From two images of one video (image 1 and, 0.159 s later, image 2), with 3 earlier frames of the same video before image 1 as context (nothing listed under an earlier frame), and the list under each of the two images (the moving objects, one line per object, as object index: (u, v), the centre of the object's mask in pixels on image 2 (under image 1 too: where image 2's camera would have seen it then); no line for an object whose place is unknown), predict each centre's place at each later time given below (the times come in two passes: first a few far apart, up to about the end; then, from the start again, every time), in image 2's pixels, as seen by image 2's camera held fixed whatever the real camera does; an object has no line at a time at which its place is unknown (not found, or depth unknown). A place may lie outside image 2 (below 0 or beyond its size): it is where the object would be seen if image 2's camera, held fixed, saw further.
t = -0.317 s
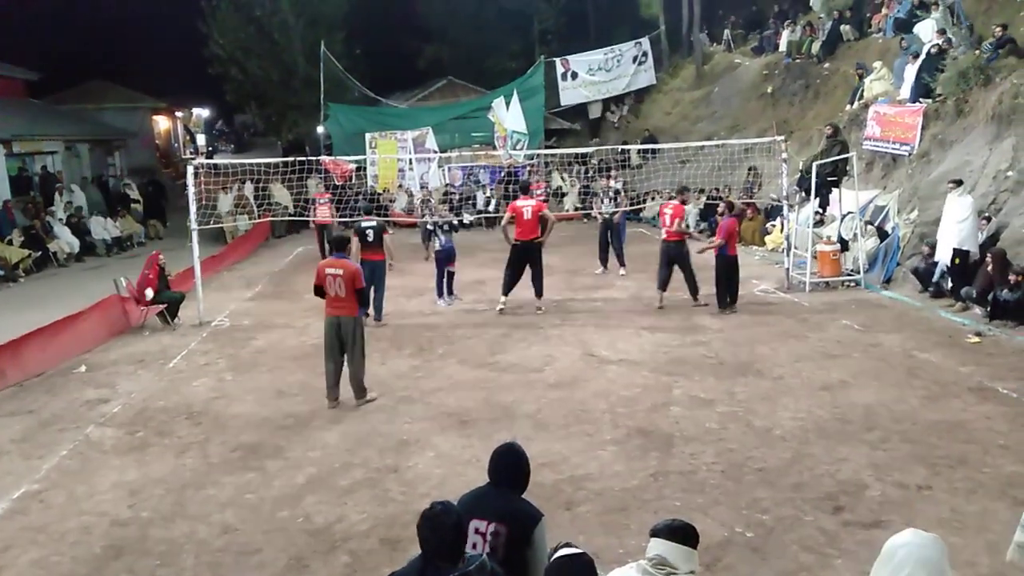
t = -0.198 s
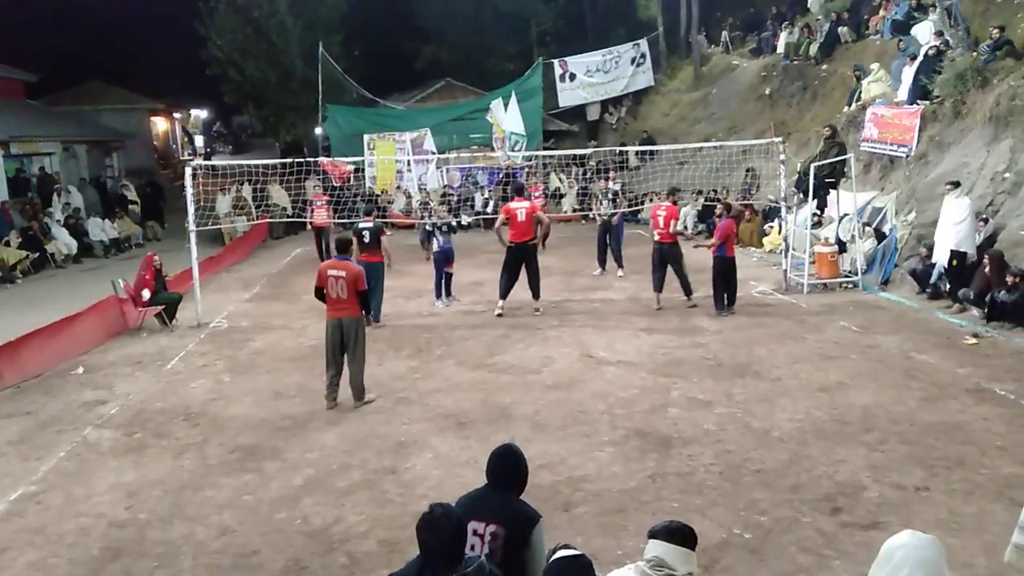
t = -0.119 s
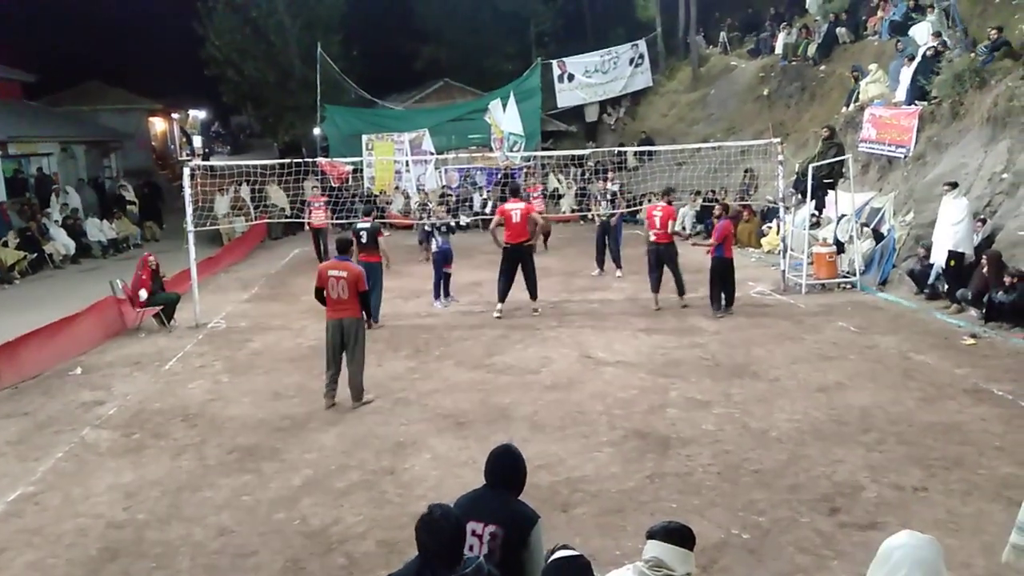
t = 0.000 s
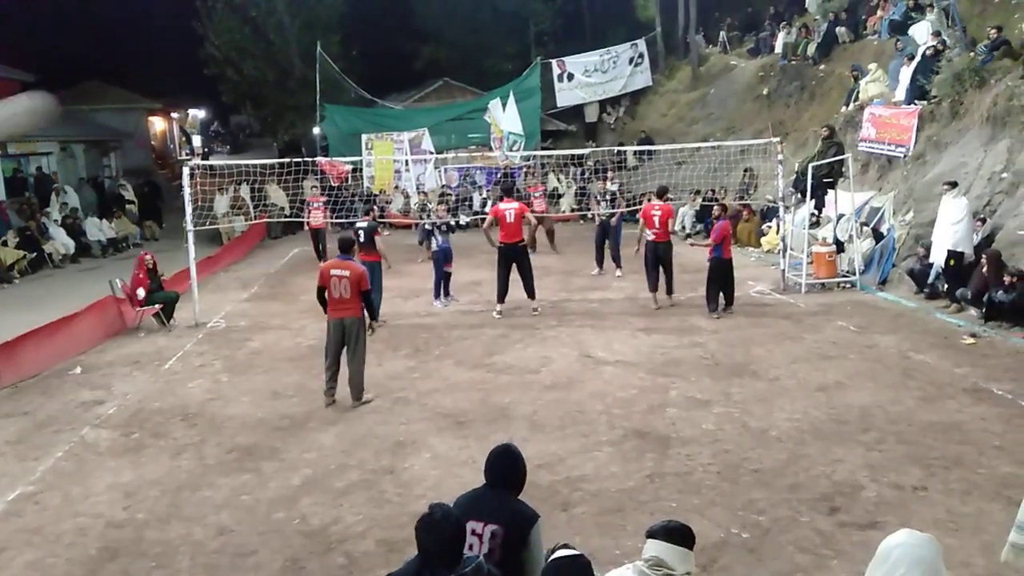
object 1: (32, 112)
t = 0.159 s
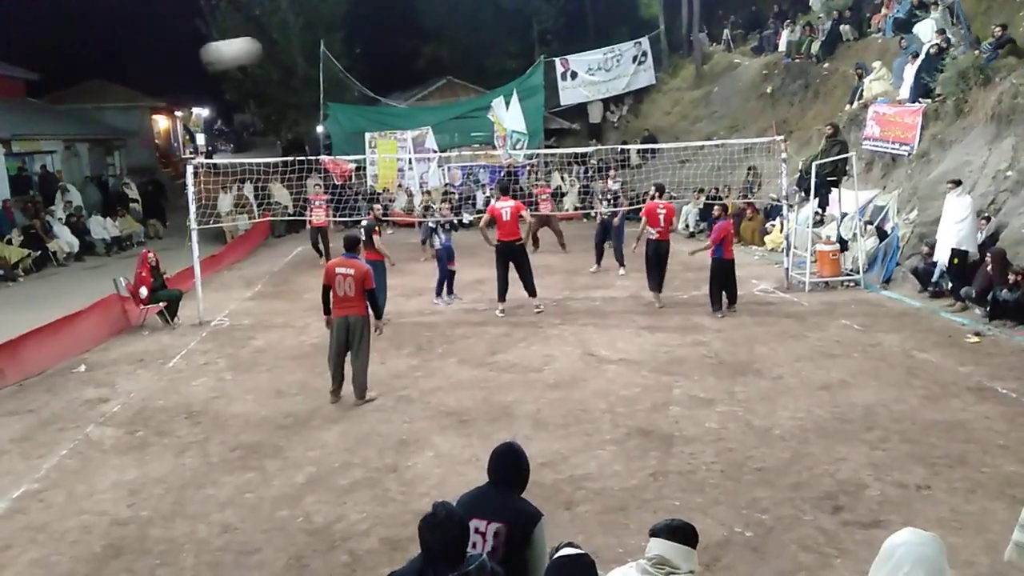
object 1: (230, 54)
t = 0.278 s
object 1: (323, 43)
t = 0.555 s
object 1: (441, 69)
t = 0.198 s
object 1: (266, 48)
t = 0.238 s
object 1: (296, 44)
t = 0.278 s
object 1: (323, 43)
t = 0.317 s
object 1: (345, 44)
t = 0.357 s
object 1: (365, 47)
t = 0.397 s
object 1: (383, 50)
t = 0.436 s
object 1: (400, 54)
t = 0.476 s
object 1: (415, 59)
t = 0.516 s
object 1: (428, 64)
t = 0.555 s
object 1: (441, 69)
